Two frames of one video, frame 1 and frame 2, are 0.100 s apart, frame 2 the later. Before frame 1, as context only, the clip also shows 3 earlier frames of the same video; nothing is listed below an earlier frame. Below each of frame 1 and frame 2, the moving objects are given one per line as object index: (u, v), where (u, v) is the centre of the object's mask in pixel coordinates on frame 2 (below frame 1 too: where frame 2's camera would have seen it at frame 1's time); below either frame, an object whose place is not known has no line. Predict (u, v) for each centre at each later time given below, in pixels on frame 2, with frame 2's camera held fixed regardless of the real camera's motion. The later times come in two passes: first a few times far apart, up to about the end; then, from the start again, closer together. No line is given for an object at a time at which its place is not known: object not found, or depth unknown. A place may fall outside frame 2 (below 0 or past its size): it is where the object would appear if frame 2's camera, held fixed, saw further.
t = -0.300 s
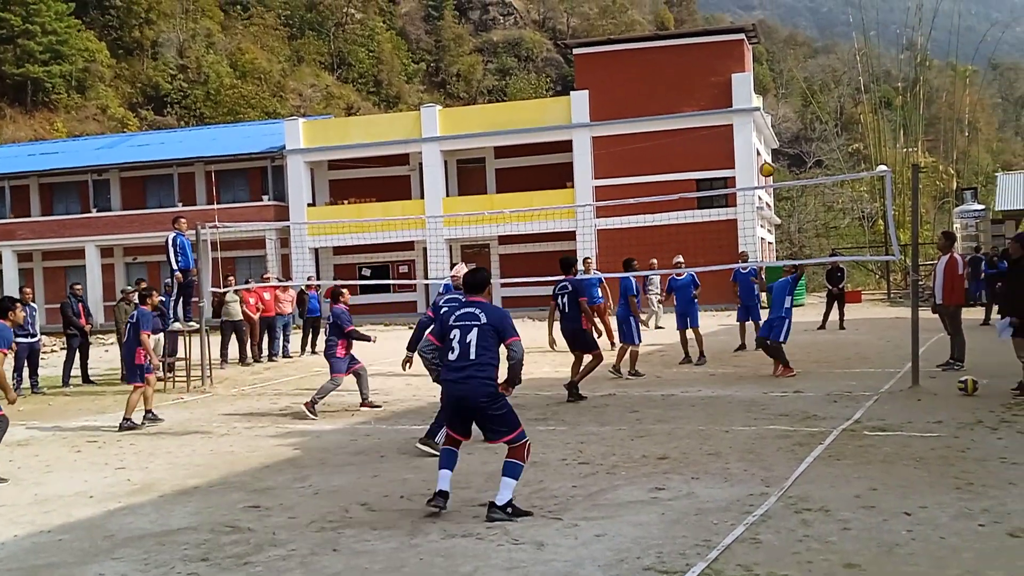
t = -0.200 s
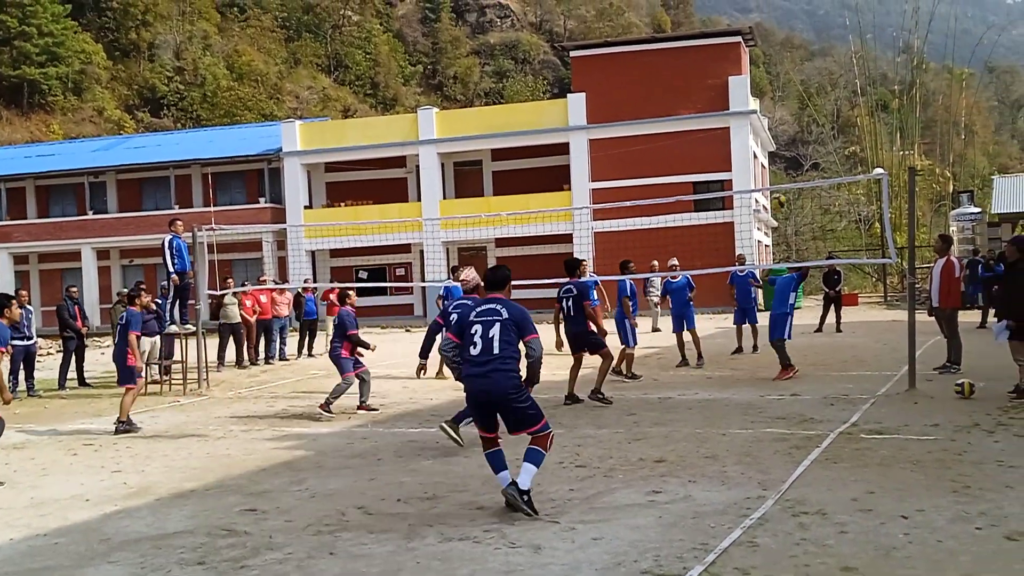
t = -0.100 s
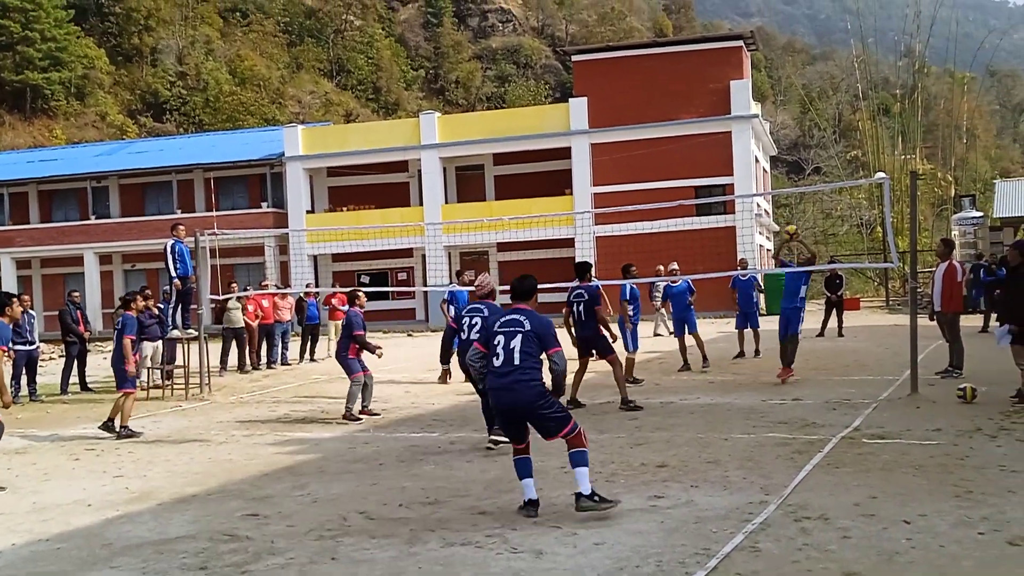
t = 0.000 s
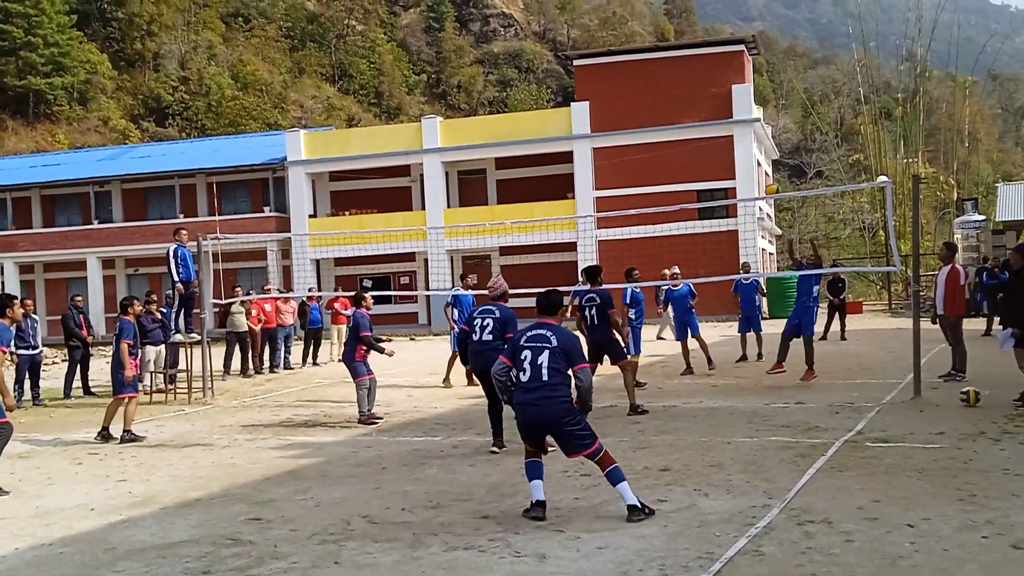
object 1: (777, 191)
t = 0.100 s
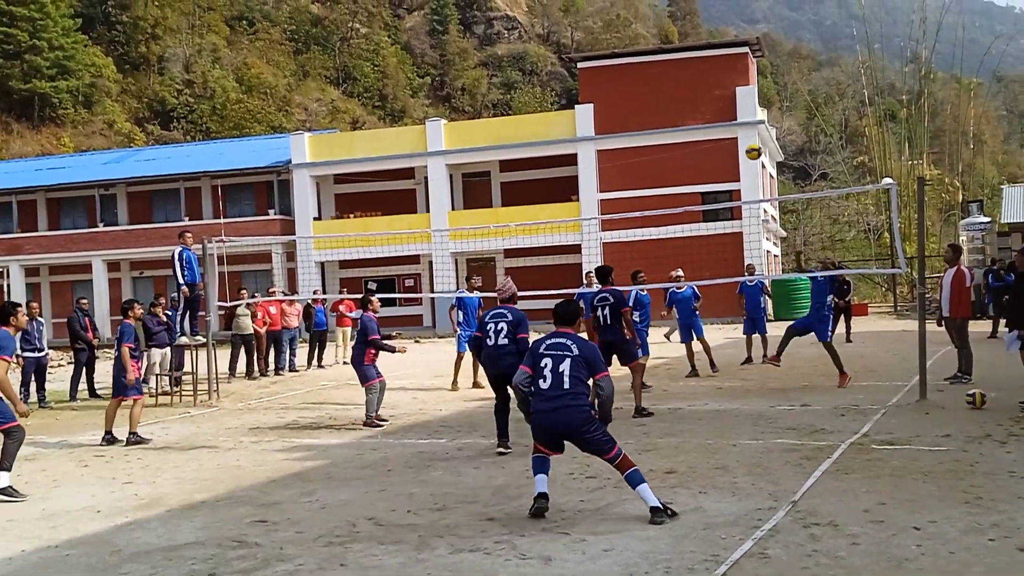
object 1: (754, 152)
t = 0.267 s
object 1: (714, 96)
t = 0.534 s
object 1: (640, 50)
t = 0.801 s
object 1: (553, 70)
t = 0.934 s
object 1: (503, 114)
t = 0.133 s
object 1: (746, 139)
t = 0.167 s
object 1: (738, 128)
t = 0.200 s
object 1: (730, 116)
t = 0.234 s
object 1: (722, 106)
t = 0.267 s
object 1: (714, 96)
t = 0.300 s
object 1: (705, 88)
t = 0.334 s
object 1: (696, 79)
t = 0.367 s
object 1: (687, 72)
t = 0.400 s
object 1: (678, 66)
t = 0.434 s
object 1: (669, 61)
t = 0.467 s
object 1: (659, 56)
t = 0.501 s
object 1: (650, 52)
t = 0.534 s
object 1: (640, 50)
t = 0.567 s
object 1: (630, 48)
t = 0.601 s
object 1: (620, 47)
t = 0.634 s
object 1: (609, 48)
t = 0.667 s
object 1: (598, 50)
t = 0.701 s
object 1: (588, 53)
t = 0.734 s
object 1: (576, 57)
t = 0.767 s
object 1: (565, 63)
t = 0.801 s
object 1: (553, 70)
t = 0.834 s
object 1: (541, 79)
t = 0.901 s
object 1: (516, 101)
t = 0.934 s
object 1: (503, 114)
